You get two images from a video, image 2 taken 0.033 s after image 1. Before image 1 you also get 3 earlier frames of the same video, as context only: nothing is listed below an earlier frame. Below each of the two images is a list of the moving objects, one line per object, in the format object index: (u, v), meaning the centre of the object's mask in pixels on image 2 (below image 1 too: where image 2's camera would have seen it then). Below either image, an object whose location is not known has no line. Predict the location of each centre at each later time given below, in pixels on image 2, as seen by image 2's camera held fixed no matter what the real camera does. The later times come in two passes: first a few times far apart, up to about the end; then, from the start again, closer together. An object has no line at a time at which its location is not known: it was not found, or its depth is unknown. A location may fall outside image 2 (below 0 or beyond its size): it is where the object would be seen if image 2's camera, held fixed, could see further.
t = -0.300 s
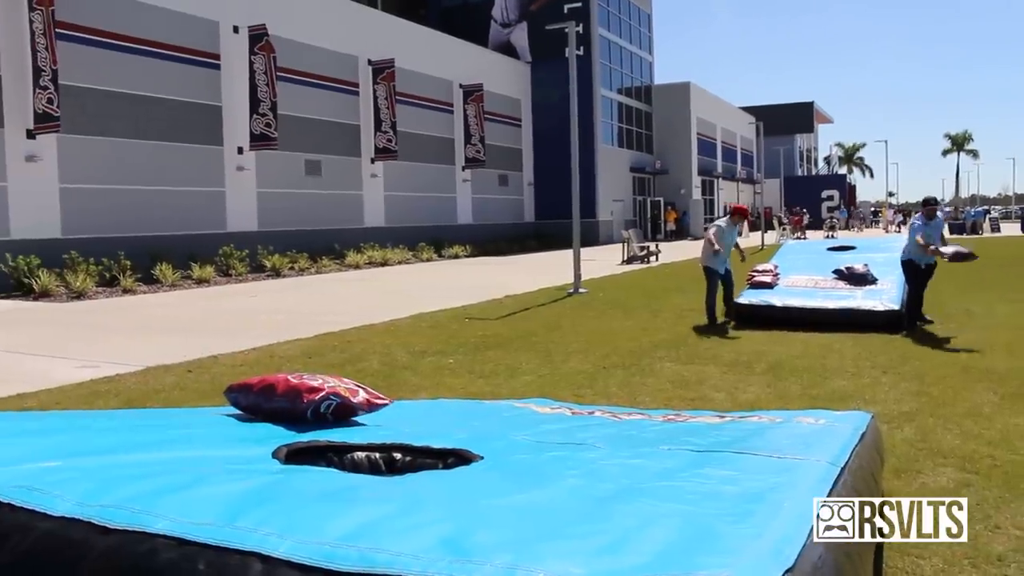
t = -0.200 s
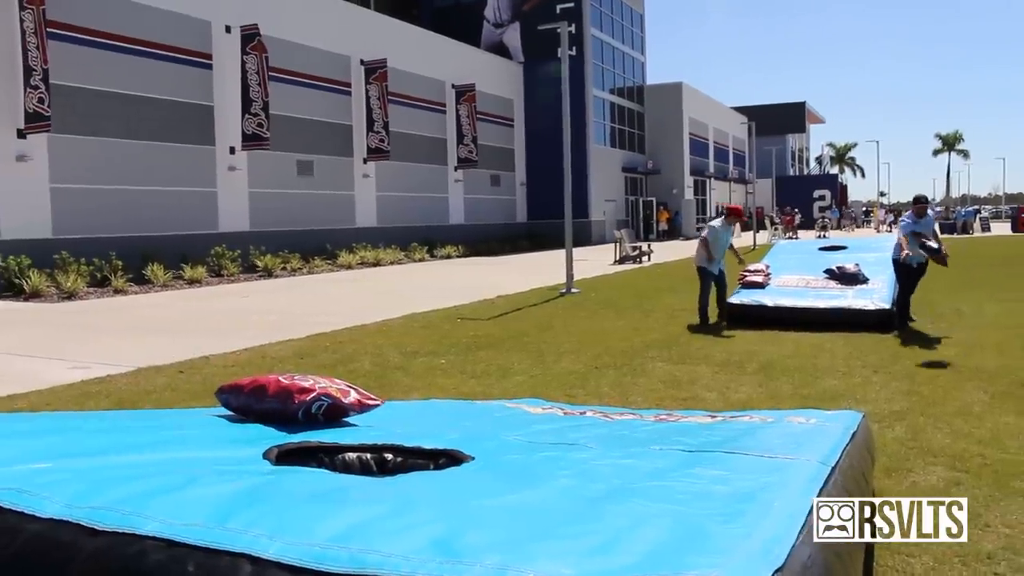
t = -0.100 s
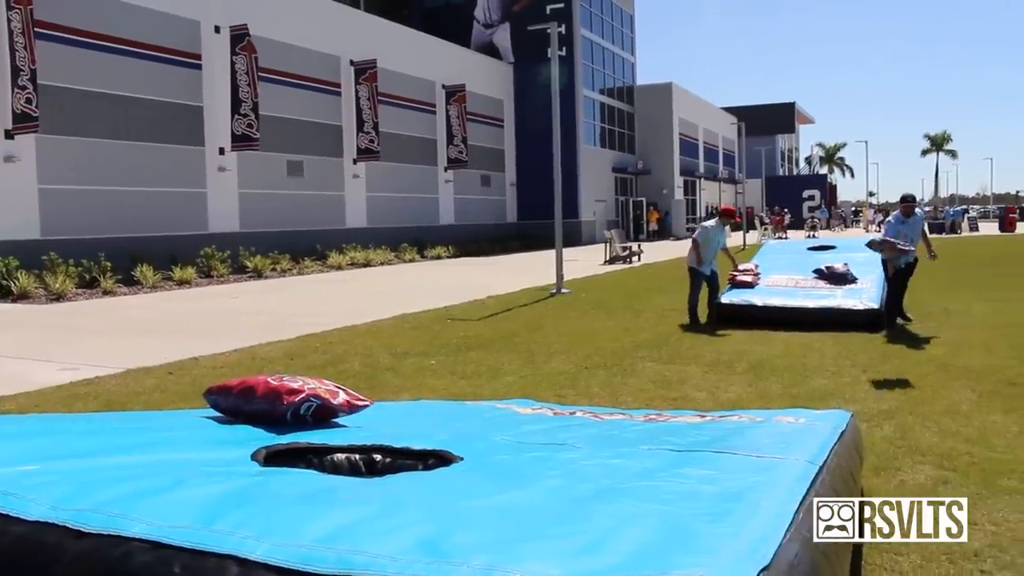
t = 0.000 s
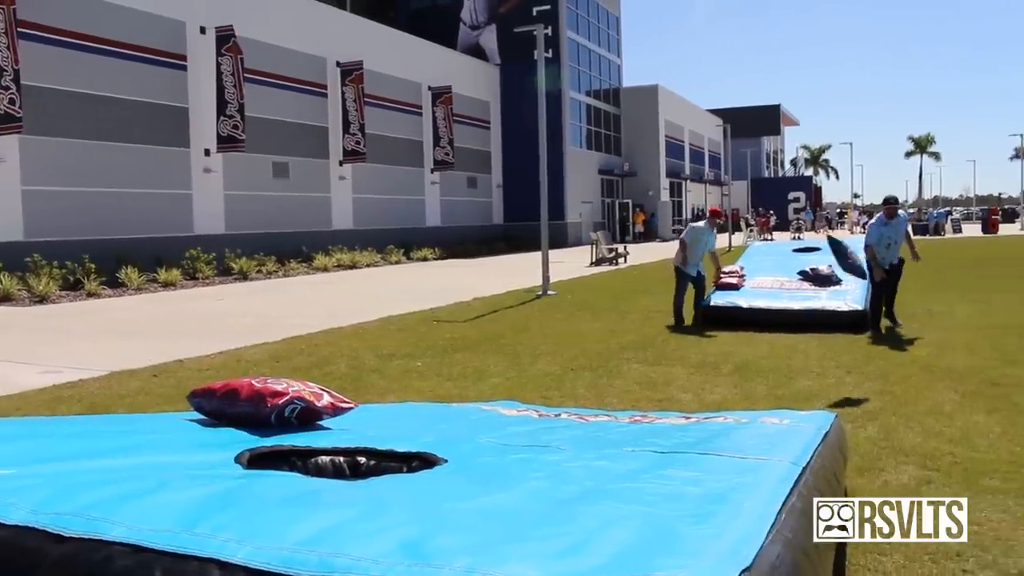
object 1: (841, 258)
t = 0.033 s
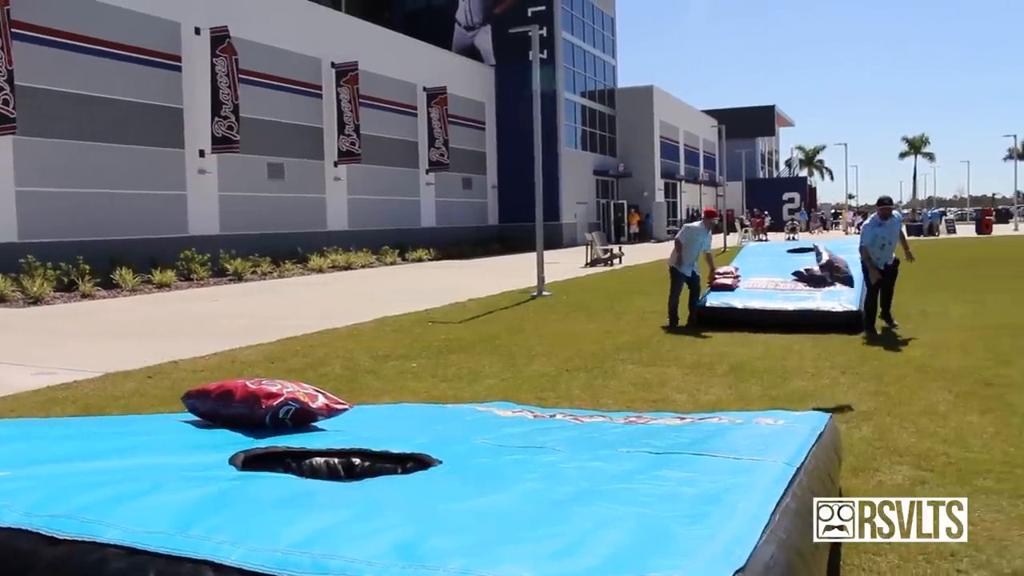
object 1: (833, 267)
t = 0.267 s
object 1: (768, 356)
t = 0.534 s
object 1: (715, 384)
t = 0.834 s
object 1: (696, 391)
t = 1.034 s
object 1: (684, 377)
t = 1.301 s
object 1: (670, 376)
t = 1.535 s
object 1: (651, 380)
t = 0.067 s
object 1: (819, 276)
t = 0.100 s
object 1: (814, 285)
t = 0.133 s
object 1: (803, 298)
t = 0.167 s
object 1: (793, 312)
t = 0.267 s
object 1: (768, 356)
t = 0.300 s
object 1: (760, 378)
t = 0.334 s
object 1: (753, 392)
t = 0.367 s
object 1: (744, 399)
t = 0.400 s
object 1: (733, 398)
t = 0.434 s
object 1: (727, 394)
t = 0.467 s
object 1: (722, 391)
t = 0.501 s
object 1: (719, 388)
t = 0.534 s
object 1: (715, 384)
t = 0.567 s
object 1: (712, 381)
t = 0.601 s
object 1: (709, 380)
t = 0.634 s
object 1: (708, 381)
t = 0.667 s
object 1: (706, 384)
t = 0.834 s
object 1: (696, 391)
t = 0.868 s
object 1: (693, 388)
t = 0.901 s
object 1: (692, 381)
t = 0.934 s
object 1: (689, 377)
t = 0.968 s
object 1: (687, 377)
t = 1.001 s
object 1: (685, 375)
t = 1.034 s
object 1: (684, 377)
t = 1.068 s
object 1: (682, 378)
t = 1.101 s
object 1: (681, 381)
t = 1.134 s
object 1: (679, 380)
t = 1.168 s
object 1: (677, 379)
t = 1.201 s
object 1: (675, 378)
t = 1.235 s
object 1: (673, 378)
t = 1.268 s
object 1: (671, 377)
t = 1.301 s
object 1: (670, 376)
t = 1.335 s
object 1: (667, 375)
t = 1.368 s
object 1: (665, 374)
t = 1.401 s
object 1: (663, 374)
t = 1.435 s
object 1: (660, 375)
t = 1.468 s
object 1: (657, 377)
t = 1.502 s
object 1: (654, 378)
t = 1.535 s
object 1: (651, 380)
